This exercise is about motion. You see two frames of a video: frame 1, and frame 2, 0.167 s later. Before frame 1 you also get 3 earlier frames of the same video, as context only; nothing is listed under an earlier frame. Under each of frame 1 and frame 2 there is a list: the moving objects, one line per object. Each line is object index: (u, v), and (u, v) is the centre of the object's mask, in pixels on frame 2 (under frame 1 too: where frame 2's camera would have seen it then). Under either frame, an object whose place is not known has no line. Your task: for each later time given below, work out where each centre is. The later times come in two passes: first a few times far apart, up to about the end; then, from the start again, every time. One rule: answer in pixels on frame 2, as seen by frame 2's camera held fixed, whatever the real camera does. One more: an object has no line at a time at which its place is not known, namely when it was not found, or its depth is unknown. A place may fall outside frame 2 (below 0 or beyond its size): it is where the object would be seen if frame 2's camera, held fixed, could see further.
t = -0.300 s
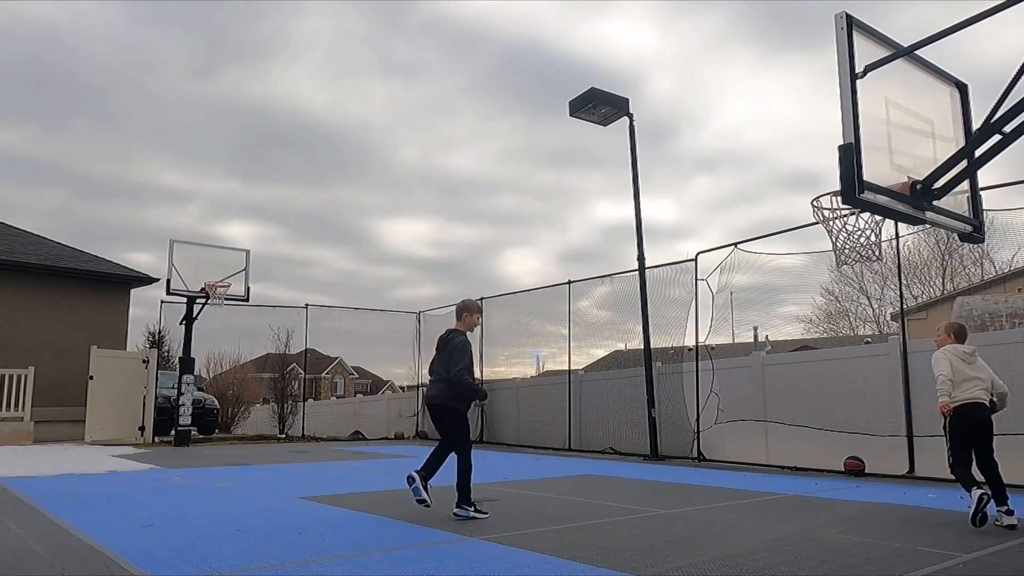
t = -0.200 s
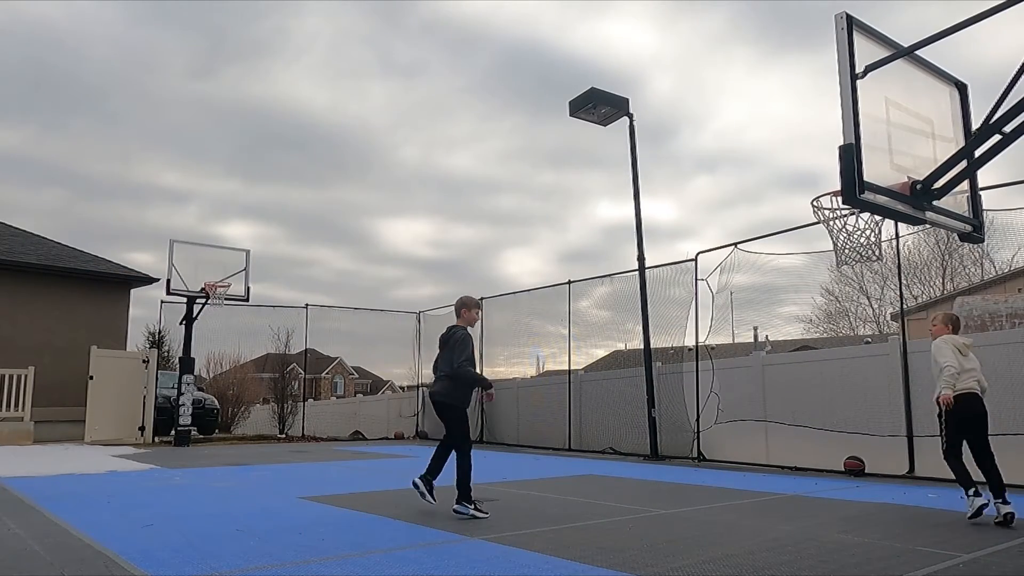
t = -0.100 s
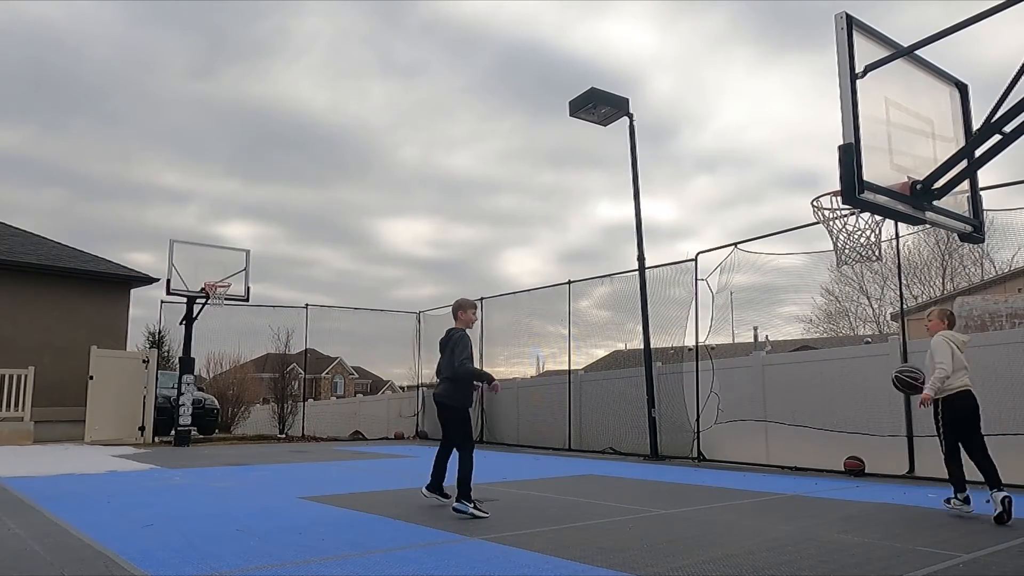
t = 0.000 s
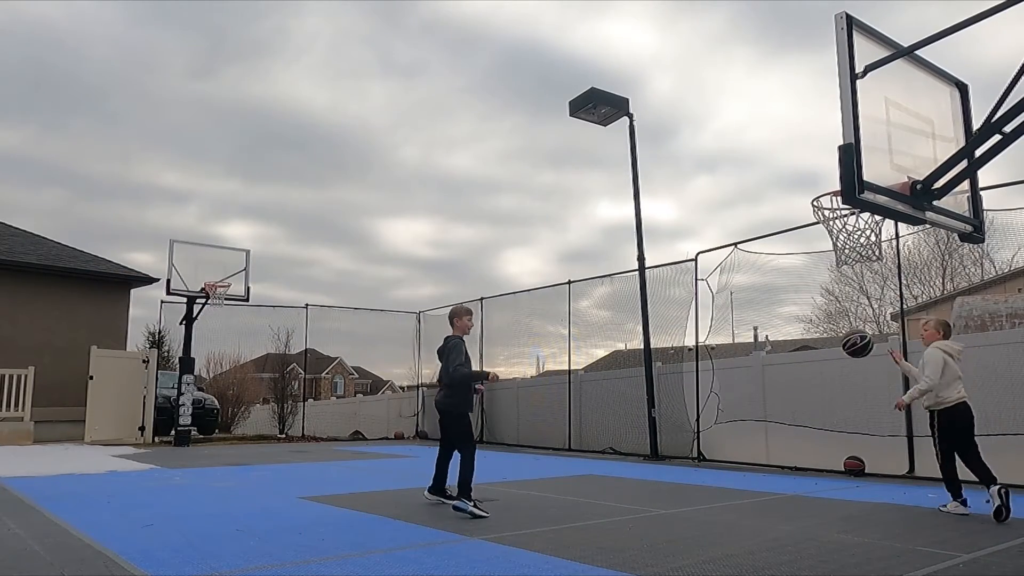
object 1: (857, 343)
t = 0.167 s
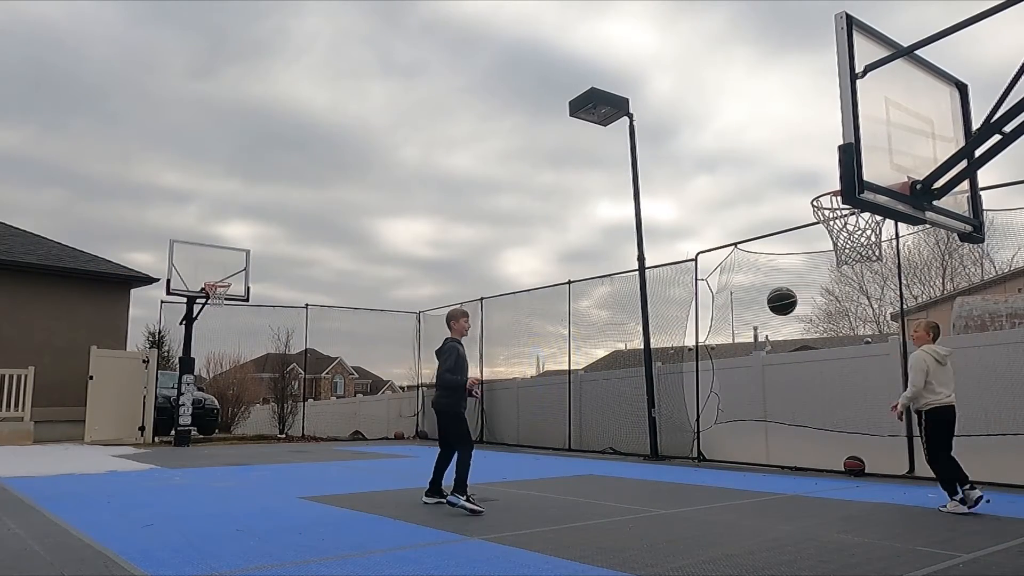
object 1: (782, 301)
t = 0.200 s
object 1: (767, 297)
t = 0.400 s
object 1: (683, 300)
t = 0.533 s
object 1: (629, 328)
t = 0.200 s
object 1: (767, 297)
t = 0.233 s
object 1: (753, 294)
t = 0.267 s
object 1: (739, 293)
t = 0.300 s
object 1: (725, 292)
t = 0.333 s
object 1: (711, 294)
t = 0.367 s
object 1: (698, 296)
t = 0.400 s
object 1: (683, 300)
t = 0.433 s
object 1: (670, 305)
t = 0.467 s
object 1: (656, 311)
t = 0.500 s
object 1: (643, 319)
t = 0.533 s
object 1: (629, 328)
